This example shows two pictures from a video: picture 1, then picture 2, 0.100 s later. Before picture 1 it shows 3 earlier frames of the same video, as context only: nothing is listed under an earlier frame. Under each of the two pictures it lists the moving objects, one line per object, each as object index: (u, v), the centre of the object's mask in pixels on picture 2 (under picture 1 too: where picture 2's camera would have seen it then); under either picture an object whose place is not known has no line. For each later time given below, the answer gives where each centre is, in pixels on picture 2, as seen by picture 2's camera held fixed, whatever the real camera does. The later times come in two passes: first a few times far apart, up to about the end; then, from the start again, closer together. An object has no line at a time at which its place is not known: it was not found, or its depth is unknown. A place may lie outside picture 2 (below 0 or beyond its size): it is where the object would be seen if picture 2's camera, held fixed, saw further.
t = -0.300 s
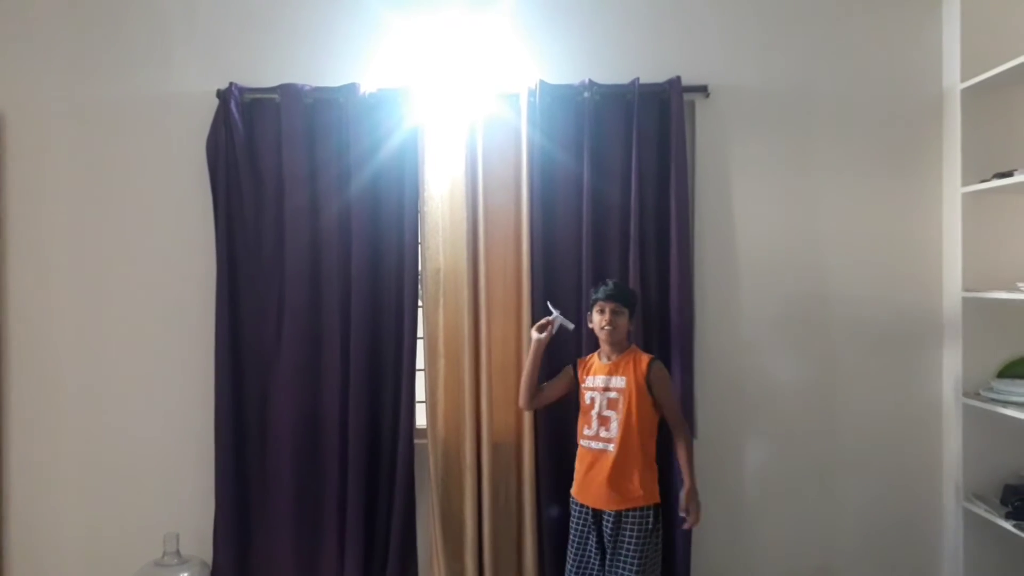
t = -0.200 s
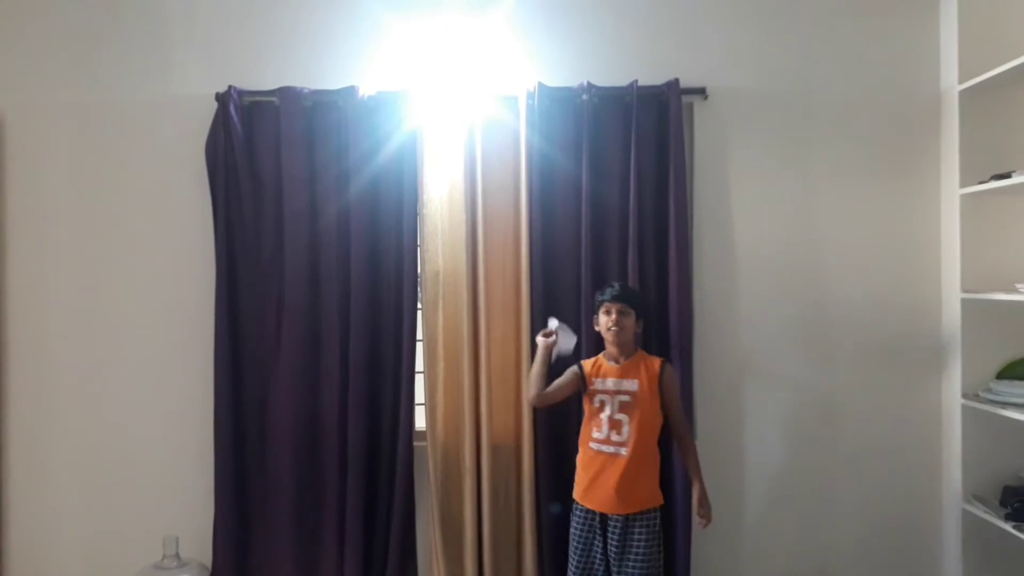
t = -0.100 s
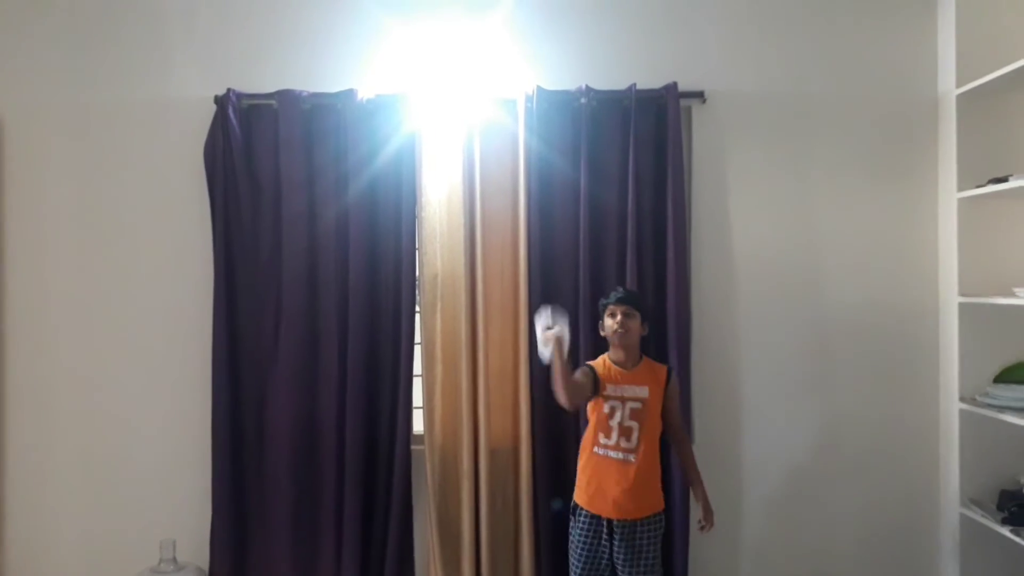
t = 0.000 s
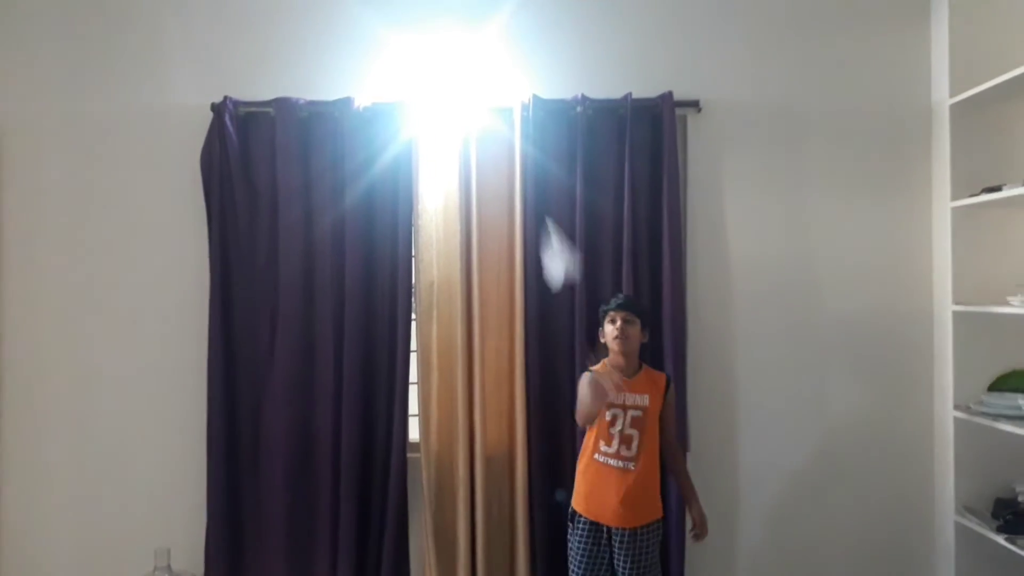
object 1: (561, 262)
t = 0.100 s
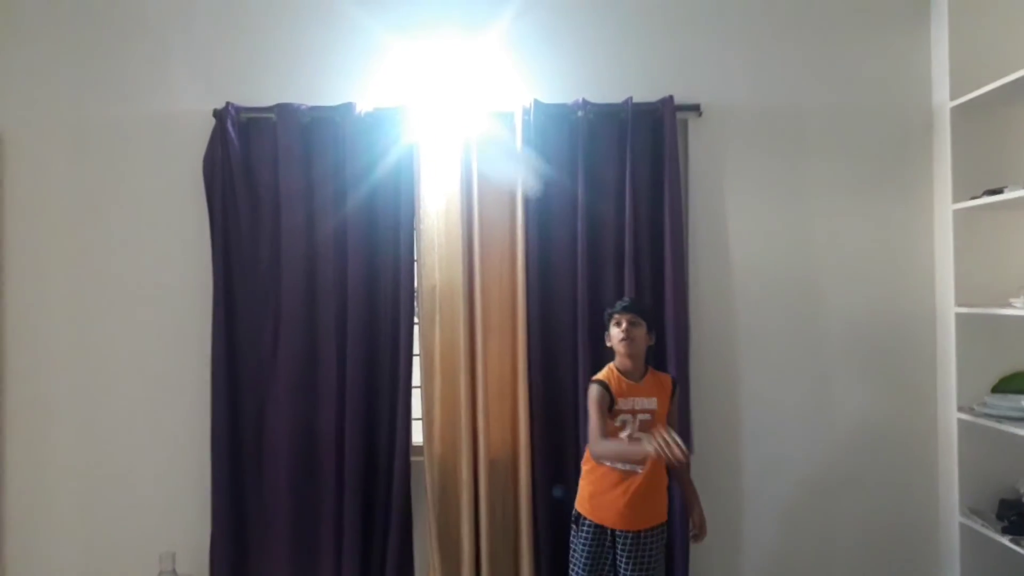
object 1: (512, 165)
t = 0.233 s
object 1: (335, 122)
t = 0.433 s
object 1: (235, 256)
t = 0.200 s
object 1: (371, 118)
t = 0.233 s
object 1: (335, 122)
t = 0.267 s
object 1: (306, 127)
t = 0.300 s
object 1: (278, 142)
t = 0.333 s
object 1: (255, 165)
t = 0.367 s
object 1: (239, 194)
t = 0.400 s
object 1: (233, 225)
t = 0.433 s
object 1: (235, 256)
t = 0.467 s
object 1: (241, 284)
